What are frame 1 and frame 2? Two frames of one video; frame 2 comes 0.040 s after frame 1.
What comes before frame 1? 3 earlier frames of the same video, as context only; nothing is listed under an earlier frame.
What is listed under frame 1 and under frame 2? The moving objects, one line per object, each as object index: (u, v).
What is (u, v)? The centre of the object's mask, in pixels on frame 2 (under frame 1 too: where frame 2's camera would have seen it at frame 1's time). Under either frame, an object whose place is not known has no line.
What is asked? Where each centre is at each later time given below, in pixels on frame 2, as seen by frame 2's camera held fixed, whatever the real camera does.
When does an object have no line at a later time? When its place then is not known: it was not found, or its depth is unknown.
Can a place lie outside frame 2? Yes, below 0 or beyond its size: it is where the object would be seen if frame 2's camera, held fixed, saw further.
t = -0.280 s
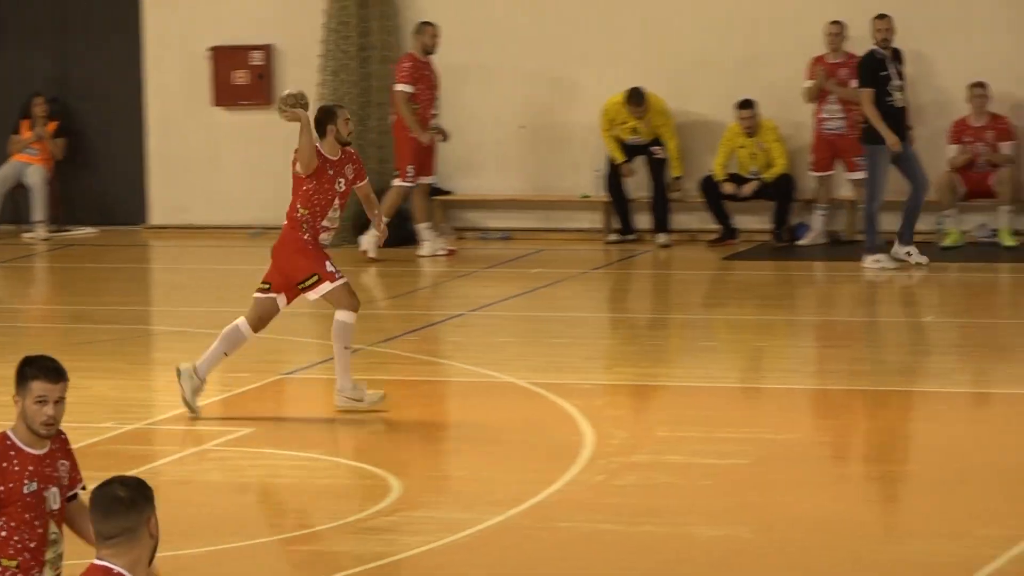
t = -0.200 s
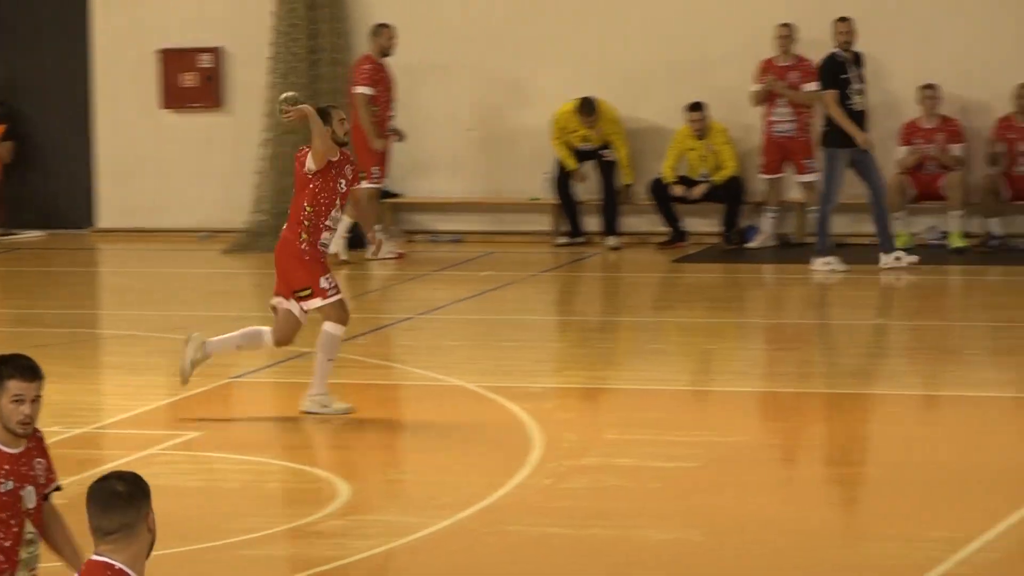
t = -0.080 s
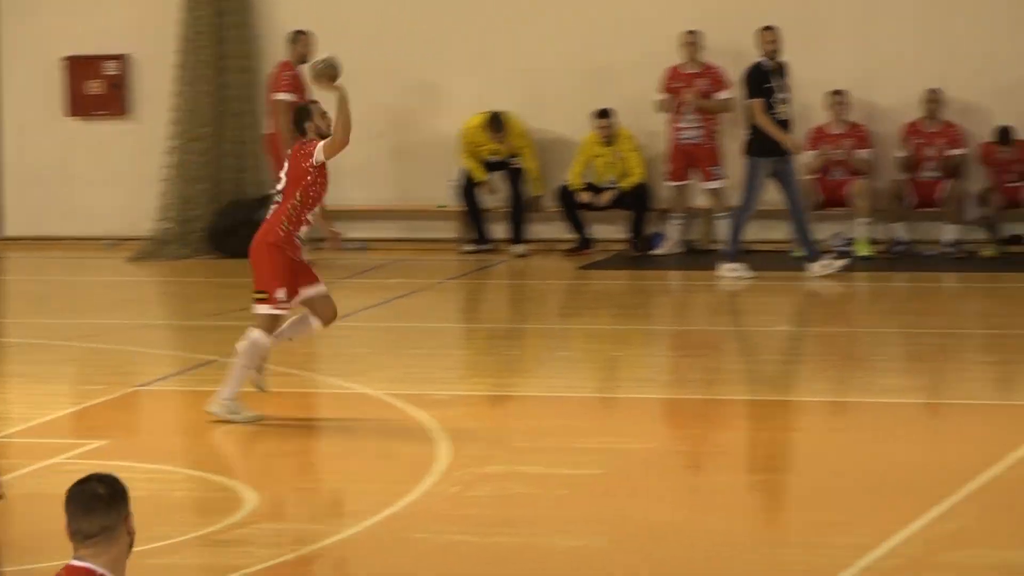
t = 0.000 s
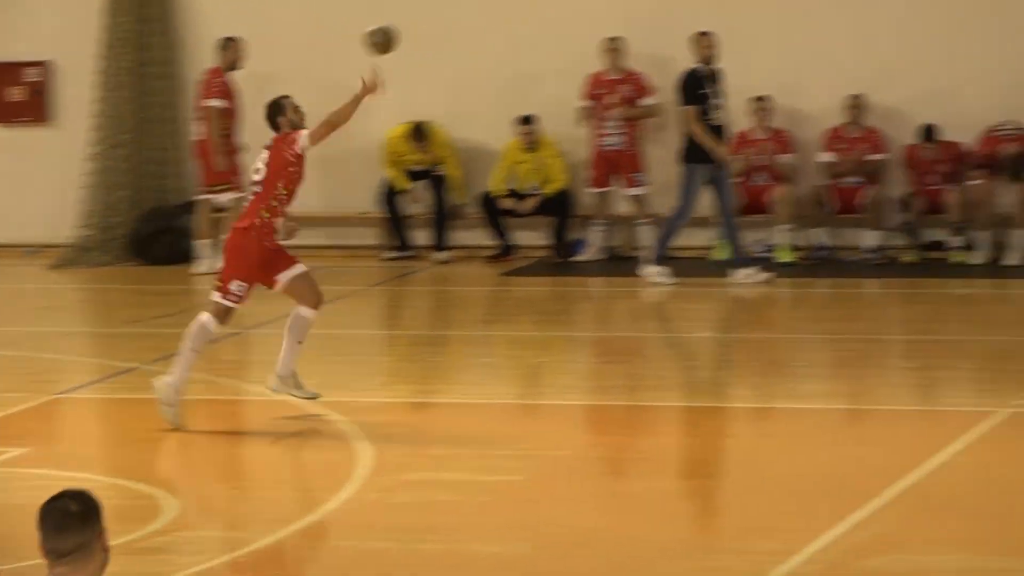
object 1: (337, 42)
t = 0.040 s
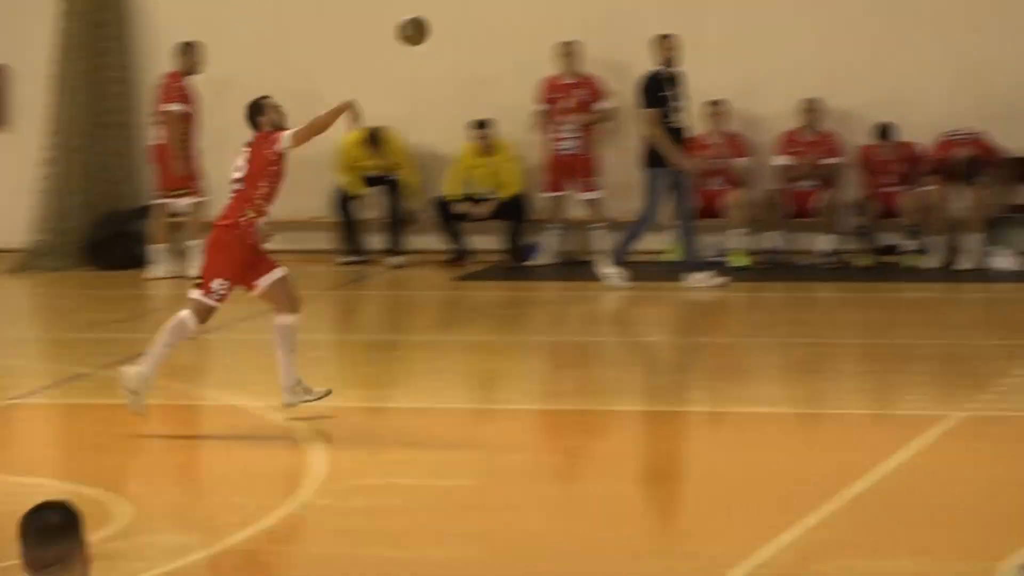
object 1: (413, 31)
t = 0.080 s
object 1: (490, 20)
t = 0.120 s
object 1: (563, 11)
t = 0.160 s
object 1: (635, 4)
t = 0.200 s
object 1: (707, 1)
